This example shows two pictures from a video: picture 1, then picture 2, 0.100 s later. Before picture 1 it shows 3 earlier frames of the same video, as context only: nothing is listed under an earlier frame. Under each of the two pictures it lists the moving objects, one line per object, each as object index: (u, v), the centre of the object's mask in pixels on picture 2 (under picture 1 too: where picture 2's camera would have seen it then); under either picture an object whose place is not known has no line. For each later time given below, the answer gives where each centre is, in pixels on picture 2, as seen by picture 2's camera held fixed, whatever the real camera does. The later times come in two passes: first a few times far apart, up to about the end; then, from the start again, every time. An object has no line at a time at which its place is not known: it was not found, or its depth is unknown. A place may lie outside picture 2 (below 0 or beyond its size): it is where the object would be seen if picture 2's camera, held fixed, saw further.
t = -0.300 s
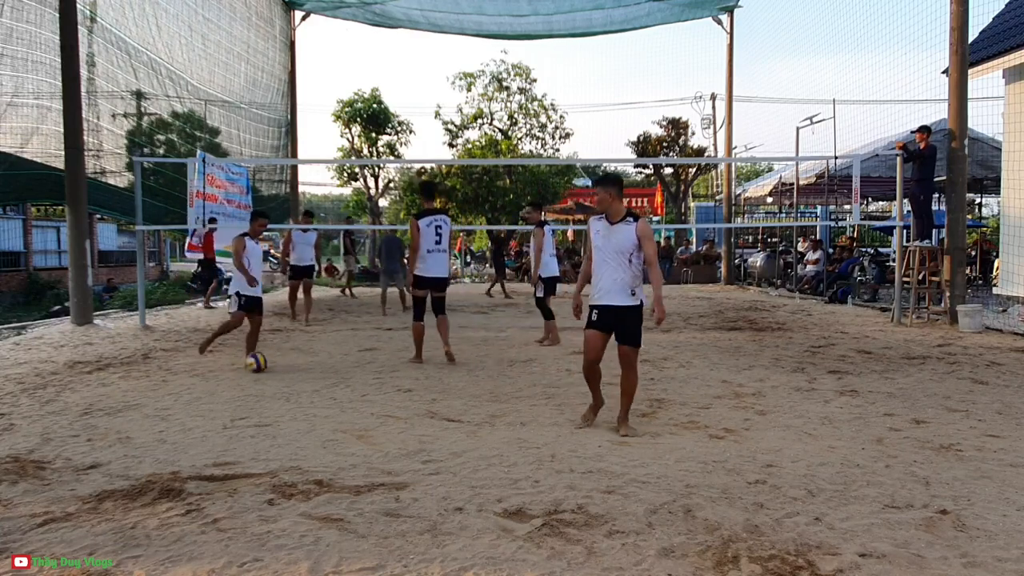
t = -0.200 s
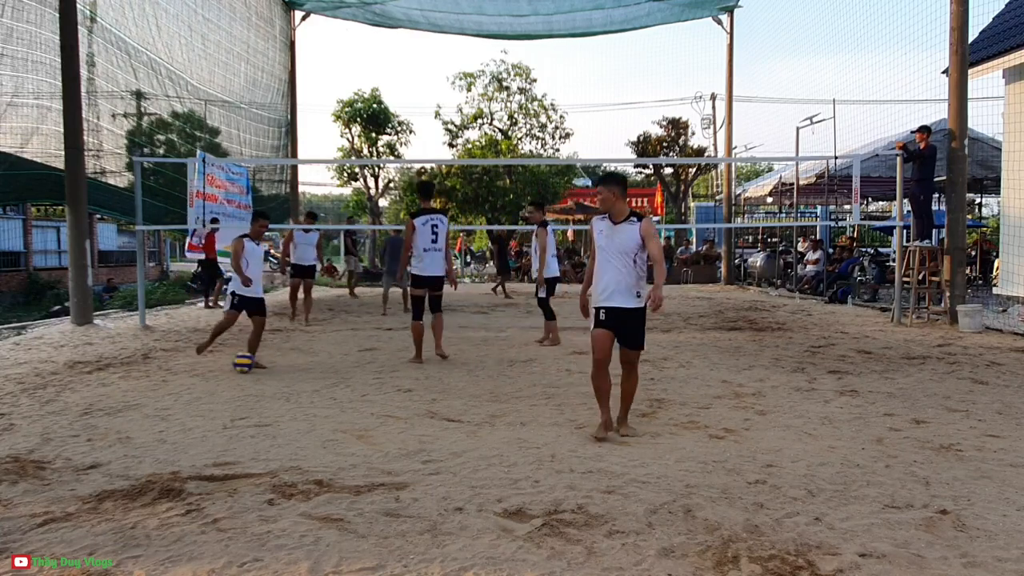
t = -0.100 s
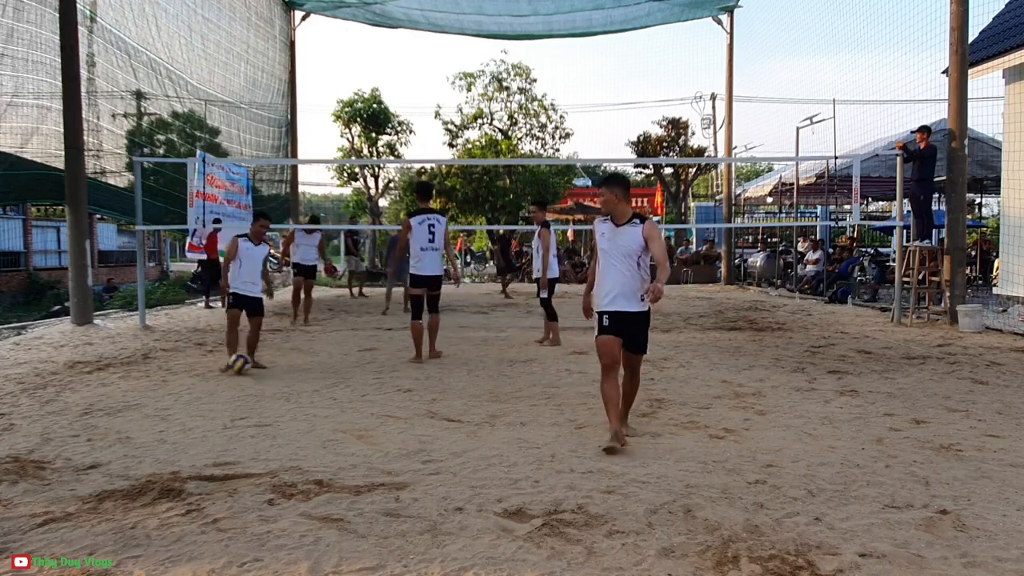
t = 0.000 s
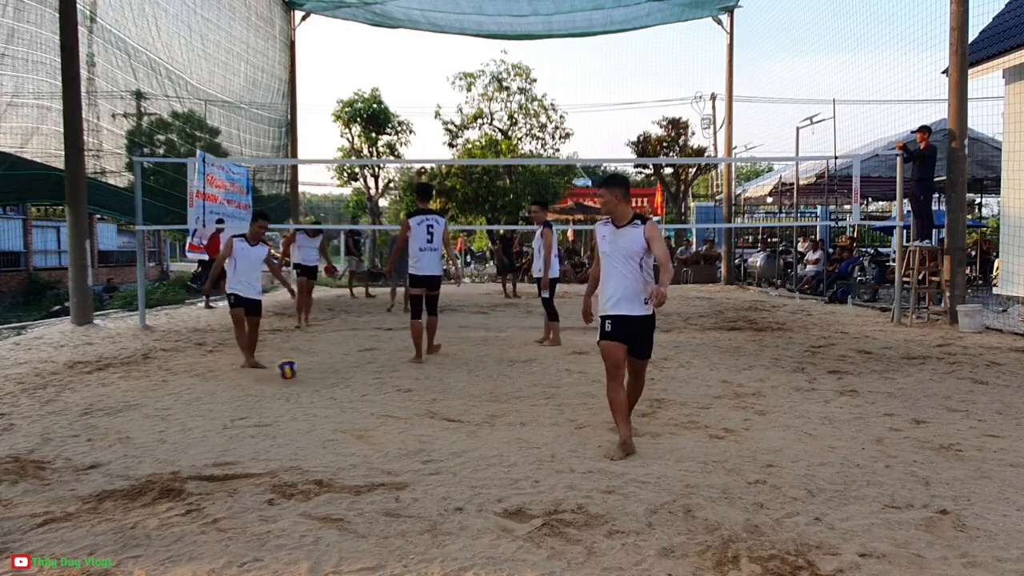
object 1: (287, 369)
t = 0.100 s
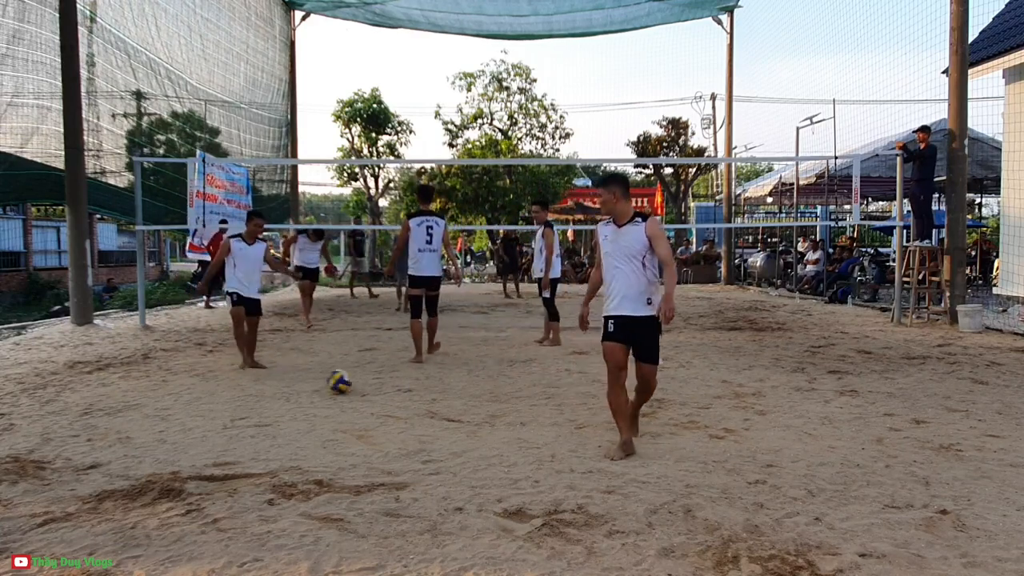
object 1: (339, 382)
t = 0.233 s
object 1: (403, 391)
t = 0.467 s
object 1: (515, 414)
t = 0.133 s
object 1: (354, 383)
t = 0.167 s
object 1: (370, 384)
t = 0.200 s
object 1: (387, 387)
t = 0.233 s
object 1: (403, 391)
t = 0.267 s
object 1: (420, 397)
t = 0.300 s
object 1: (438, 405)
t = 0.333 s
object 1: (455, 408)
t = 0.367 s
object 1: (468, 407)
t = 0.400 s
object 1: (484, 409)
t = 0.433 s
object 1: (500, 410)
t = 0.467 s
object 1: (515, 414)
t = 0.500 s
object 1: (530, 421)
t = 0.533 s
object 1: (547, 425)
